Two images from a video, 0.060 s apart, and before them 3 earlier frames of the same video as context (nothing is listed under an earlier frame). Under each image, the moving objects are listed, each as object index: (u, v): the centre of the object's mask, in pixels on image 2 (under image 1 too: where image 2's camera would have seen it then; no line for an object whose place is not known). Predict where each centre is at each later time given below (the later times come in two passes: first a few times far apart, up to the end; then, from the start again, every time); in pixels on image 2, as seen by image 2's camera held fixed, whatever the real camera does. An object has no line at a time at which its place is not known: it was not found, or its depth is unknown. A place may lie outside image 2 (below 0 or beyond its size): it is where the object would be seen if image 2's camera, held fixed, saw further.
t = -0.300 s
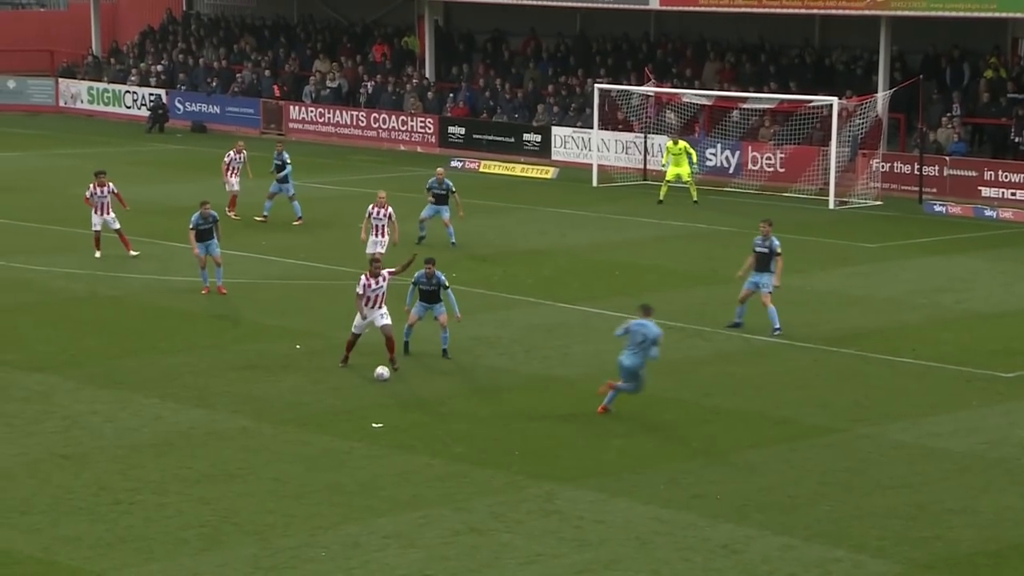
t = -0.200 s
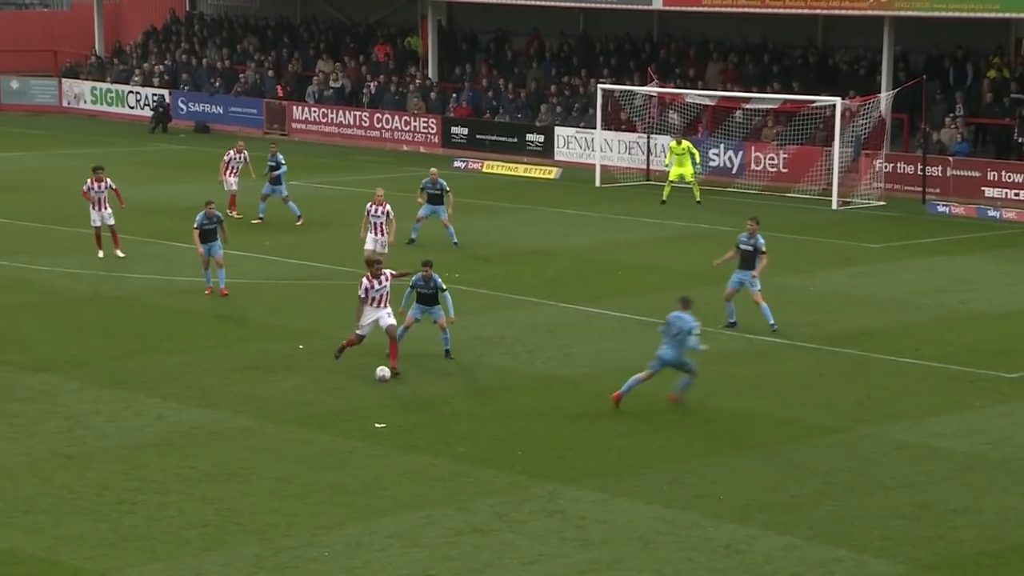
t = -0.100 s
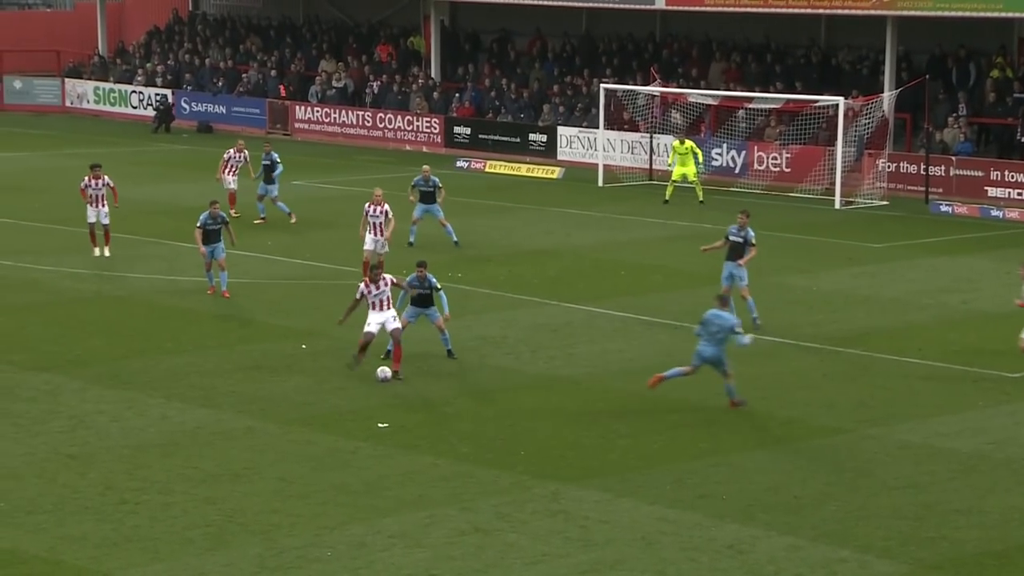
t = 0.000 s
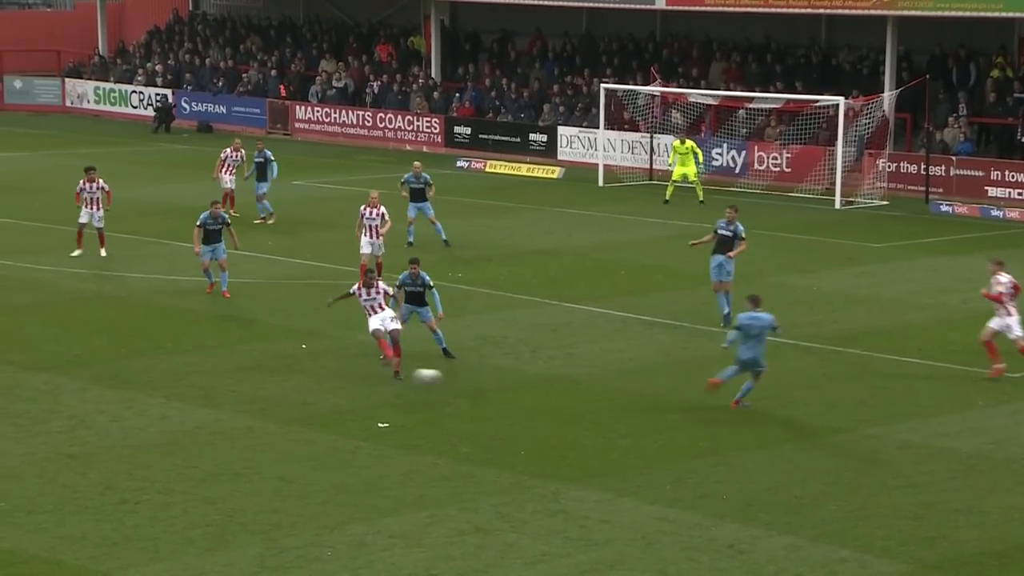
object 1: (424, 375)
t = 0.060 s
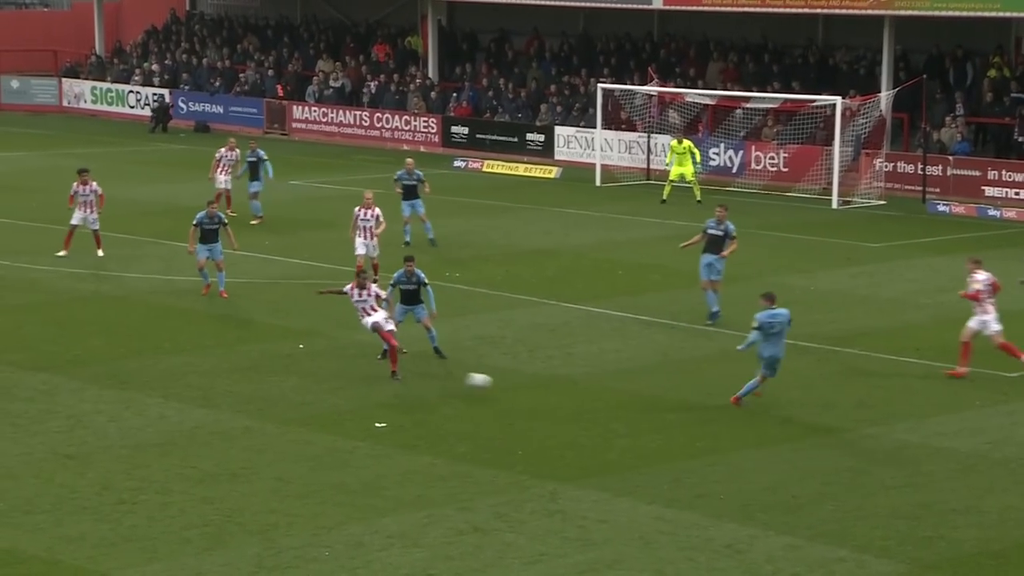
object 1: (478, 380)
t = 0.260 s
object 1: (671, 420)
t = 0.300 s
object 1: (711, 425)
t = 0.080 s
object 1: (496, 382)
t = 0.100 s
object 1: (514, 384)
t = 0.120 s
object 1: (533, 388)
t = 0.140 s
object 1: (552, 391)
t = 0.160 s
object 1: (572, 394)
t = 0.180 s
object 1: (590, 398)
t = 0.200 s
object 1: (610, 403)
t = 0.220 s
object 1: (630, 408)
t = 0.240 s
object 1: (650, 414)
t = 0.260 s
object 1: (671, 420)
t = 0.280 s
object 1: (691, 423)
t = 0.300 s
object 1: (711, 425)
